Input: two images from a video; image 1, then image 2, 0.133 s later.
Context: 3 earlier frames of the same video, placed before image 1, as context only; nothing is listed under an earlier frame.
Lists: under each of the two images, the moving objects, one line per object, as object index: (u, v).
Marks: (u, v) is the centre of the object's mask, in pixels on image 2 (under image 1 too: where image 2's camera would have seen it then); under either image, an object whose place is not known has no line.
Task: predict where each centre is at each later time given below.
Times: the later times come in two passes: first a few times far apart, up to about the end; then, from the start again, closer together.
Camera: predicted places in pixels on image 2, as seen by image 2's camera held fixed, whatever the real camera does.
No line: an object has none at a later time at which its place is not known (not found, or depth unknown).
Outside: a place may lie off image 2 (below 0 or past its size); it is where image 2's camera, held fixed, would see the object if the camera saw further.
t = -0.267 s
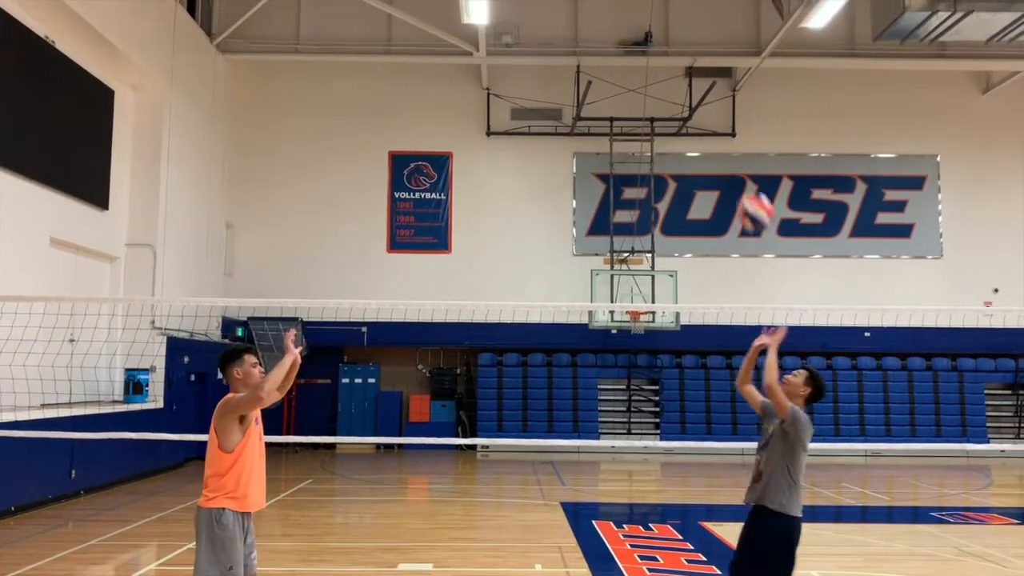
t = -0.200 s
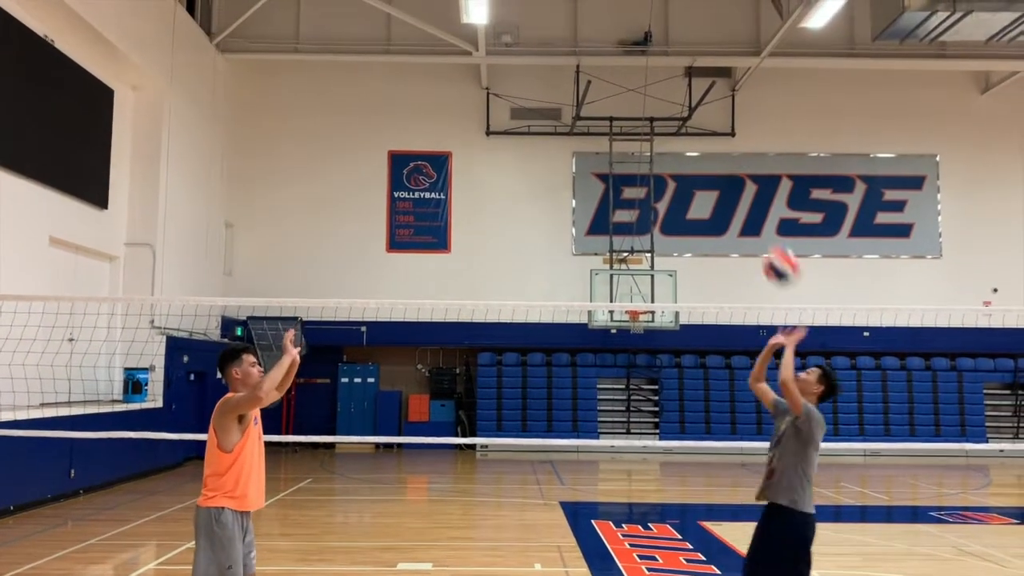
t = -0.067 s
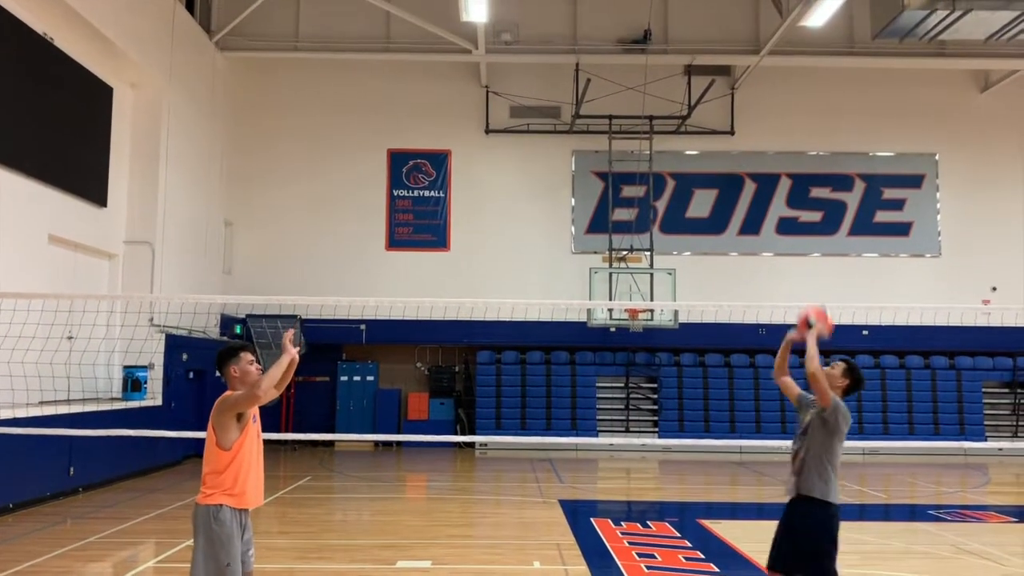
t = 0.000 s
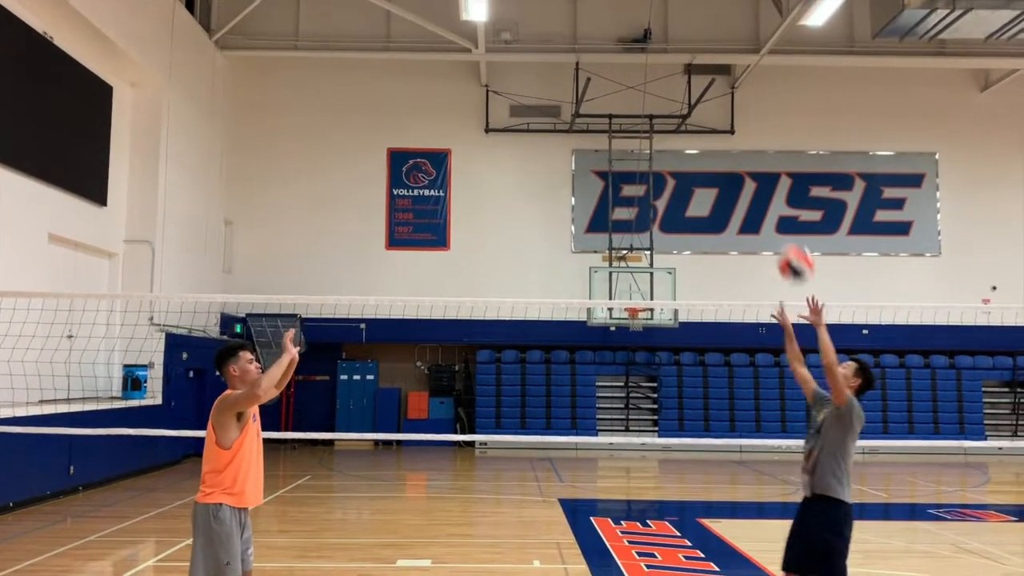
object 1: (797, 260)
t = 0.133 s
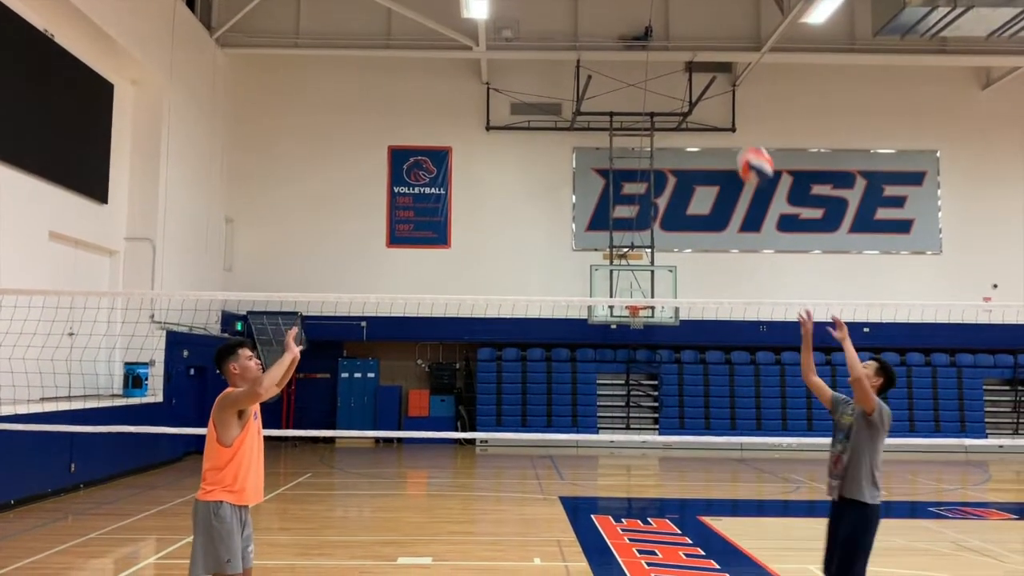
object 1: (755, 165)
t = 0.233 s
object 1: (724, 113)
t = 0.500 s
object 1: (643, 48)
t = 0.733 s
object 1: (572, 83)
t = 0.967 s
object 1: (500, 208)
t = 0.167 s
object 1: (745, 146)
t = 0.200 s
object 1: (734, 128)
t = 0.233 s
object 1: (724, 113)
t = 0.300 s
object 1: (703, 85)
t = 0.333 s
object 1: (694, 76)
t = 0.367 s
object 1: (683, 66)
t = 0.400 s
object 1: (673, 59)
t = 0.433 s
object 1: (663, 54)
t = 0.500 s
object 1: (643, 48)
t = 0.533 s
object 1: (632, 48)
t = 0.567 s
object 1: (622, 49)
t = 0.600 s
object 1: (613, 53)
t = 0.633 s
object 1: (602, 58)
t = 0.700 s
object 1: (583, 73)
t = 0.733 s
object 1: (572, 83)
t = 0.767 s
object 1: (562, 96)
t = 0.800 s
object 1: (552, 110)
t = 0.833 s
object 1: (541, 125)
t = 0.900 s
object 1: (520, 163)
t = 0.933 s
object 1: (511, 183)
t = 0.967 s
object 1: (500, 208)
